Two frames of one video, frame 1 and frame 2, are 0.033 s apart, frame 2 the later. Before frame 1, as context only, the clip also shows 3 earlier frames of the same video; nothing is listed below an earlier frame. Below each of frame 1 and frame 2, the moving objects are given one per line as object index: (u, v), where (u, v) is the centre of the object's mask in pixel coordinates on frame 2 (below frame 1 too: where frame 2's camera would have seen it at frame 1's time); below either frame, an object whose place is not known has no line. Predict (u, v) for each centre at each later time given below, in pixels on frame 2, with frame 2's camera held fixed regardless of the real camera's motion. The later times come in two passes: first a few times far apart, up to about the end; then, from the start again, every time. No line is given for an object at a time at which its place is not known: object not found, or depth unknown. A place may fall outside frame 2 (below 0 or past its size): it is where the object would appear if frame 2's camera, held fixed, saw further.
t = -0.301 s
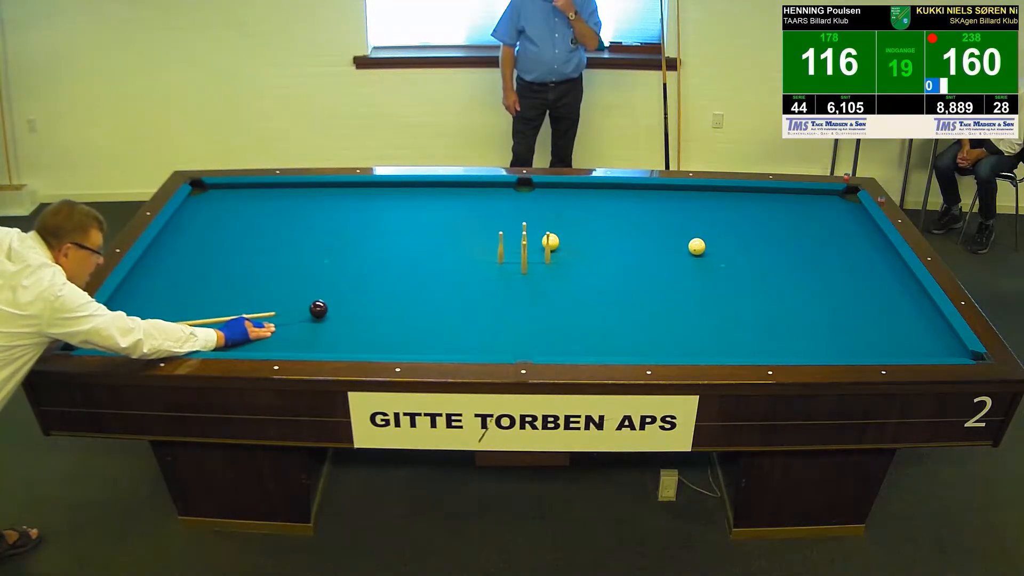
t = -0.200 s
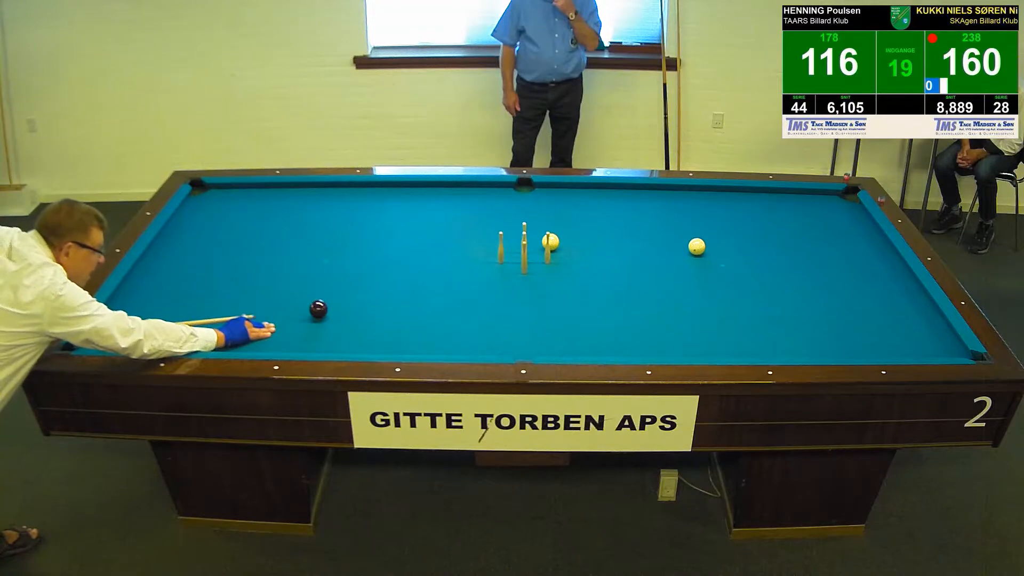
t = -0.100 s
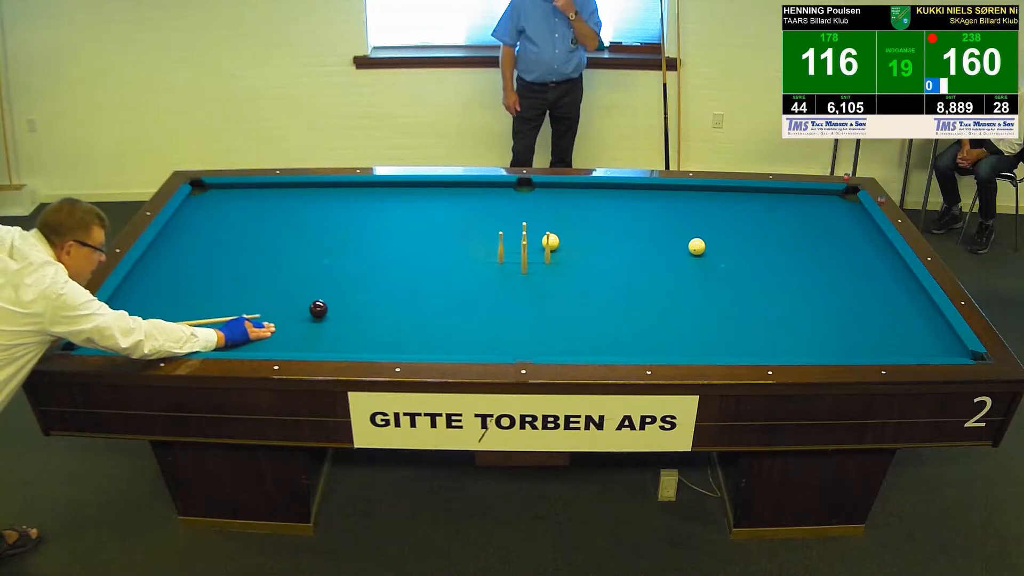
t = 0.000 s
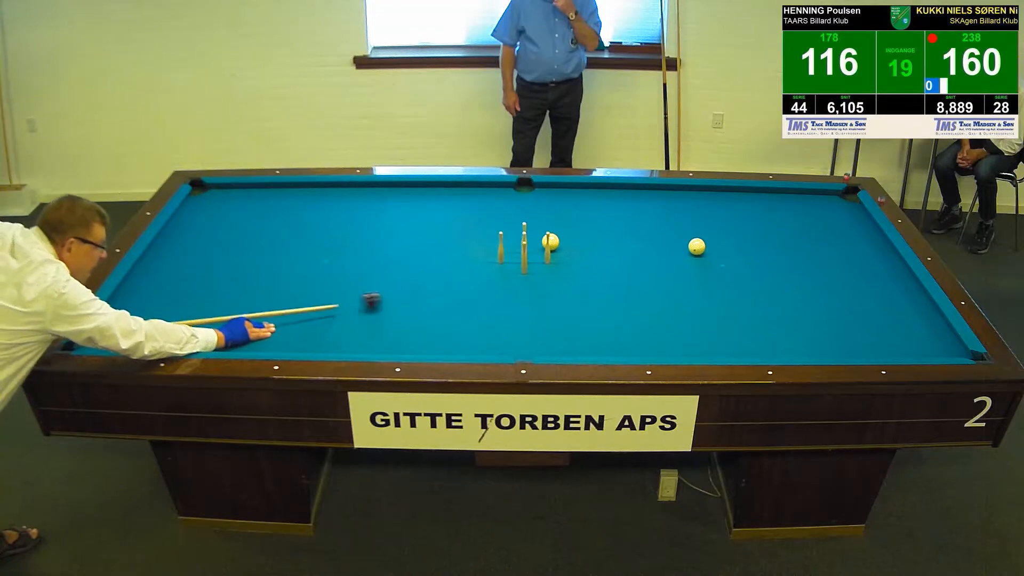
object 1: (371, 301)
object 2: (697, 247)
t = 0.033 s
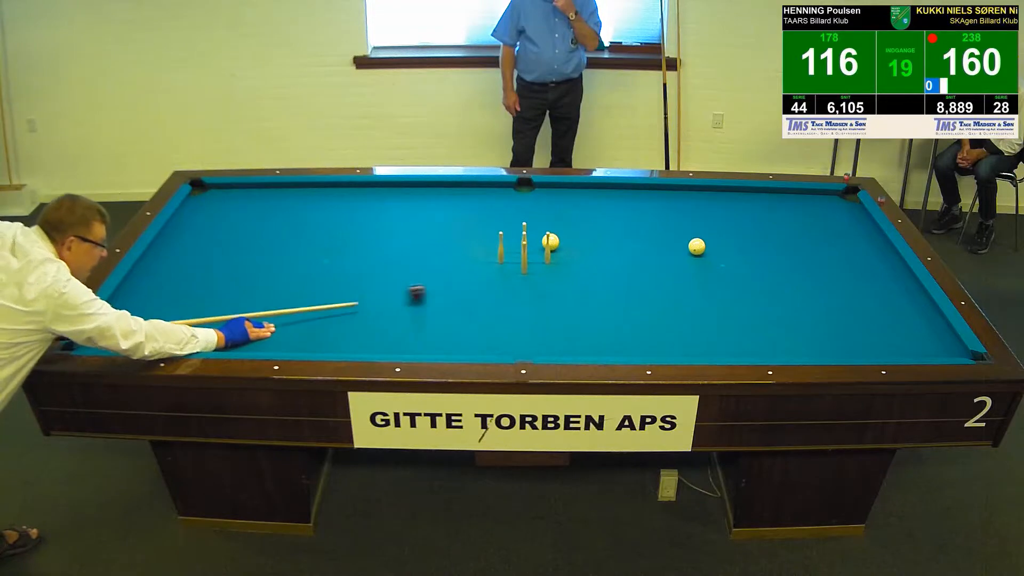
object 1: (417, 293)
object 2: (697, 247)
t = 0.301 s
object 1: (691, 253)
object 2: (724, 239)
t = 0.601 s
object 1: (752, 269)
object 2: (815, 195)
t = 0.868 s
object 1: (808, 282)
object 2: (722, 198)
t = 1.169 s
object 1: (871, 295)
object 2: (625, 209)
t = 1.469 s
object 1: (932, 310)
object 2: (521, 221)
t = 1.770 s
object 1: (907, 320)
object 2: (412, 234)
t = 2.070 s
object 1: (882, 332)
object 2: (301, 248)
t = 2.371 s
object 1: (856, 343)
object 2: (190, 263)
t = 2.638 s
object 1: (832, 352)
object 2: (155, 281)
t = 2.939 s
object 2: (199, 311)
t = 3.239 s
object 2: (250, 343)
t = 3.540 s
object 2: (318, 332)
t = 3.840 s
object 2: (383, 315)
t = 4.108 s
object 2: (438, 300)
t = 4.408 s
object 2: (496, 284)
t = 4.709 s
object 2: (549, 270)
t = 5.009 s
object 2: (598, 257)
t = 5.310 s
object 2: (642, 245)
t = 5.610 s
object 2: (684, 235)
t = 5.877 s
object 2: (717, 226)
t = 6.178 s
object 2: (752, 217)
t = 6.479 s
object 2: (784, 208)
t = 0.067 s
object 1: (460, 287)
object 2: (697, 247)
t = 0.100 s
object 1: (503, 279)
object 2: (697, 247)
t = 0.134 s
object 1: (544, 273)
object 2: (697, 247)
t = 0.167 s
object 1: (581, 267)
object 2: (697, 247)
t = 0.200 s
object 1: (619, 262)
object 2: (697, 247)
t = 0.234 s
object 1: (655, 256)
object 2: (697, 247)
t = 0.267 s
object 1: (685, 251)
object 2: (700, 245)
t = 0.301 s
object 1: (691, 253)
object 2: (724, 239)
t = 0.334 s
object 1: (697, 256)
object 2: (749, 232)
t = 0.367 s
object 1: (704, 258)
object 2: (771, 226)
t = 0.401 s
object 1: (710, 260)
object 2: (792, 220)
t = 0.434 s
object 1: (718, 262)
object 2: (812, 214)
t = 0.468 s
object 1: (724, 263)
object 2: (830, 209)
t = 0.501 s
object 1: (731, 265)
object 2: (848, 205)
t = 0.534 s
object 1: (739, 266)
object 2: (850, 201)
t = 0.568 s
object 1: (745, 268)
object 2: (832, 197)
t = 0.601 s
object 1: (752, 269)
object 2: (815, 195)
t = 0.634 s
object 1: (759, 271)
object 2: (799, 192)
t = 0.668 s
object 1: (766, 272)
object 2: (785, 191)
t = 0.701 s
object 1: (774, 274)
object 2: (774, 192)
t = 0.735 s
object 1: (781, 275)
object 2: (763, 194)
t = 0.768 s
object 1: (787, 277)
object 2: (752, 195)
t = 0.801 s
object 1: (795, 279)
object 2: (742, 196)
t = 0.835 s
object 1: (801, 280)
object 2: (732, 197)
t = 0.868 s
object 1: (808, 282)
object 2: (722, 198)
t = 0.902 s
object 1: (816, 283)
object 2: (711, 199)
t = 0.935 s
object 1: (822, 285)
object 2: (701, 200)
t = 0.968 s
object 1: (829, 286)
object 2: (690, 202)
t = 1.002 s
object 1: (836, 288)
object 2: (680, 203)
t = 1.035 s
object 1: (843, 289)
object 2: (669, 204)
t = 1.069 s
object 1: (850, 291)
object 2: (658, 205)
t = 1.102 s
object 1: (857, 292)
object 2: (647, 206)
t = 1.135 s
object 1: (864, 294)
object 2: (636, 207)
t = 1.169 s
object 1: (871, 295)
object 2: (625, 209)
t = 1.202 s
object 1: (878, 297)
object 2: (614, 210)
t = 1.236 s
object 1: (885, 298)
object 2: (602, 211)
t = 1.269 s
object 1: (891, 300)
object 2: (591, 213)
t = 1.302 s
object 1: (898, 301)
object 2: (579, 214)
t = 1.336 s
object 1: (905, 303)
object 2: (568, 215)
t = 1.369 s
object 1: (912, 304)
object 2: (556, 216)
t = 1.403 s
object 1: (919, 306)
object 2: (545, 218)
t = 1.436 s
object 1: (926, 308)
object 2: (533, 219)
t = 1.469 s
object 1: (932, 310)
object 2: (521, 221)
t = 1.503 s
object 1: (930, 311)
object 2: (509, 222)
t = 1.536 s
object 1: (926, 312)
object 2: (497, 223)
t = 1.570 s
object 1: (923, 313)
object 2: (486, 225)
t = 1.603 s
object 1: (921, 314)
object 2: (473, 226)
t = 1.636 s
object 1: (918, 315)
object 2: (461, 228)
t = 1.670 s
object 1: (915, 317)
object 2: (449, 229)
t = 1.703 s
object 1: (913, 318)
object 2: (437, 231)
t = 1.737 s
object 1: (910, 319)
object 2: (424, 232)
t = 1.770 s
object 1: (907, 320)
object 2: (412, 234)
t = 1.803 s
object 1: (904, 321)
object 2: (400, 235)
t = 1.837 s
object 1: (901, 323)
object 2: (387, 237)
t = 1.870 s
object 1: (899, 324)
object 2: (375, 238)
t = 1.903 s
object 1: (896, 325)
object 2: (363, 240)
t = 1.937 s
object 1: (893, 327)
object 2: (350, 242)
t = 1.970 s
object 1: (890, 328)
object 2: (338, 243)
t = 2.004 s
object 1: (887, 329)
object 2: (325, 245)
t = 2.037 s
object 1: (885, 330)
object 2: (313, 246)
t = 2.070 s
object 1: (882, 332)
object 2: (301, 248)
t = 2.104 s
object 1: (879, 333)
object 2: (288, 250)
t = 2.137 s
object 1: (876, 334)
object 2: (276, 251)
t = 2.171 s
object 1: (873, 336)
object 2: (264, 253)
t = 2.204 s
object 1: (870, 337)
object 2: (251, 255)
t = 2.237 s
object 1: (867, 338)
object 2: (239, 256)
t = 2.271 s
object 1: (865, 340)
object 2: (227, 258)
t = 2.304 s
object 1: (862, 341)
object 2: (214, 260)
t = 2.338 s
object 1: (859, 342)
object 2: (202, 261)
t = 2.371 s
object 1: (856, 343)
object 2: (190, 263)
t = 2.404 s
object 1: (853, 345)
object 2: (178, 265)
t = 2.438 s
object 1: (850, 346)
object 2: (166, 266)
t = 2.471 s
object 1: (847, 347)
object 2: (154, 268)
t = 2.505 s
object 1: (844, 348)
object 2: (142, 270)
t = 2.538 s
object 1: (841, 349)
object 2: (136, 272)
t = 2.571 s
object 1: (838, 350)
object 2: (143, 275)
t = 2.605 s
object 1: (835, 351)
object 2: (149, 278)
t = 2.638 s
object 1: (832, 352)
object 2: (155, 281)
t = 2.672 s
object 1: (829, 353)
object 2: (160, 285)
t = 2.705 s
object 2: (165, 288)
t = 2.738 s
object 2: (170, 291)
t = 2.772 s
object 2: (175, 294)
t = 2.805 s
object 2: (179, 297)
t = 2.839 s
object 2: (184, 300)
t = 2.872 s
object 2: (189, 304)
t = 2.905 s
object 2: (194, 307)
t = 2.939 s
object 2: (199, 311)
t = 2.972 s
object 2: (205, 314)
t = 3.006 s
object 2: (210, 318)
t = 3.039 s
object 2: (216, 321)
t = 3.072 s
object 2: (221, 325)
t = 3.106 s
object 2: (227, 329)
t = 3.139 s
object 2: (232, 332)
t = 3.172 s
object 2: (238, 336)
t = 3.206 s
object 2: (244, 340)
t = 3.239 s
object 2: (250, 343)
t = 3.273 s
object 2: (256, 345)
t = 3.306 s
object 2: (263, 346)
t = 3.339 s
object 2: (271, 344)
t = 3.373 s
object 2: (279, 343)
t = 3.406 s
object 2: (287, 341)
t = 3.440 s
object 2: (294, 339)
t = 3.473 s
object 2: (302, 337)
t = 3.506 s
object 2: (310, 335)
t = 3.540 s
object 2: (318, 332)
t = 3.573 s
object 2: (325, 331)
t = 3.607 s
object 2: (332, 329)
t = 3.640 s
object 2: (340, 326)
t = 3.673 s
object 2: (347, 324)
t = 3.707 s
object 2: (354, 322)
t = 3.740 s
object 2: (362, 320)
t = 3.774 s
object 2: (369, 318)
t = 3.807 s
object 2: (376, 317)
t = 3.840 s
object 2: (383, 315)
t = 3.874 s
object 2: (390, 313)
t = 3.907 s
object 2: (397, 311)
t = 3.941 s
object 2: (404, 309)
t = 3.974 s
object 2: (411, 307)
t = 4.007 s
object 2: (418, 305)
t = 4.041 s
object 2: (425, 303)
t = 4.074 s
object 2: (431, 302)
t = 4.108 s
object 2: (438, 300)
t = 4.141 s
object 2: (445, 298)
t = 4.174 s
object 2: (451, 296)
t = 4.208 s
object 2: (458, 294)
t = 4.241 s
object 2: (464, 293)
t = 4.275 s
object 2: (471, 291)
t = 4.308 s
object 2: (477, 289)
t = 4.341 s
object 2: (483, 287)
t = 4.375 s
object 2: (489, 286)
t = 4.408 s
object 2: (496, 284)
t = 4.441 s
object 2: (502, 282)
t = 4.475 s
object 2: (508, 281)
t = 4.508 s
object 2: (514, 279)
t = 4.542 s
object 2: (520, 278)
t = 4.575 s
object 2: (526, 276)
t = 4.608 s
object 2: (532, 275)
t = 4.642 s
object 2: (538, 273)
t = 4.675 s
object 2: (543, 271)
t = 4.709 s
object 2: (549, 270)
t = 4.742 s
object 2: (555, 268)
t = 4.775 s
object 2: (560, 267)
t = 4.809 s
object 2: (566, 266)
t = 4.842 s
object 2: (571, 264)
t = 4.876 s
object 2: (576, 263)
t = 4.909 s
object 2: (582, 261)
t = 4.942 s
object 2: (587, 260)
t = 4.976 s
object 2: (593, 258)
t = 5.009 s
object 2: (598, 257)
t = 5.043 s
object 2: (603, 256)
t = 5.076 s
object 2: (608, 254)
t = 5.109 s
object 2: (613, 253)
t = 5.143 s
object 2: (618, 252)
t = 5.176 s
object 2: (623, 250)
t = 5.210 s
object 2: (628, 249)
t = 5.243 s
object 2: (633, 248)
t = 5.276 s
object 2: (638, 246)
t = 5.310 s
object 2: (642, 245)
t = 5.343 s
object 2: (647, 244)
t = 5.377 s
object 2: (652, 243)
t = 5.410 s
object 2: (657, 242)
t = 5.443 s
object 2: (661, 241)
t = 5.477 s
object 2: (666, 239)
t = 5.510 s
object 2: (670, 238)
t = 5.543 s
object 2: (675, 237)
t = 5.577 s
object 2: (679, 236)
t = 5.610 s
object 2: (684, 235)
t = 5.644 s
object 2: (688, 234)
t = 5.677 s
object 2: (692, 232)
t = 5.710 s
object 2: (697, 231)
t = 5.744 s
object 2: (701, 230)
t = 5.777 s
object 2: (705, 229)
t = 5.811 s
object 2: (709, 228)
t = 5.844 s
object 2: (713, 227)
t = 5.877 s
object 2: (717, 226)
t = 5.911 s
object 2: (721, 225)
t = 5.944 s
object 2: (725, 224)
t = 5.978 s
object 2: (729, 223)
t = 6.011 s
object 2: (733, 222)
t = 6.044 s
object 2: (737, 221)
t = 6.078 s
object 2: (741, 220)
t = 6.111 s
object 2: (745, 219)
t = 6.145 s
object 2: (748, 218)
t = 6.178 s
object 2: (752, 217)
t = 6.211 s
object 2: (756, 216)
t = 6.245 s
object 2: (760, 215)
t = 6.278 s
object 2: (763, 214)
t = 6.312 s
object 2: (767, 213)
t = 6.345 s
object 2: (770, 212)
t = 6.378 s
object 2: (774, 211)
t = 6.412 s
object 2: (777, 210)
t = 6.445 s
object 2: (781, 209)
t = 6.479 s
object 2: (784, 208)
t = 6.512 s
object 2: (787, 208)
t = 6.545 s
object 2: (791, 207)
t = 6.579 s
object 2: (794, 206)
